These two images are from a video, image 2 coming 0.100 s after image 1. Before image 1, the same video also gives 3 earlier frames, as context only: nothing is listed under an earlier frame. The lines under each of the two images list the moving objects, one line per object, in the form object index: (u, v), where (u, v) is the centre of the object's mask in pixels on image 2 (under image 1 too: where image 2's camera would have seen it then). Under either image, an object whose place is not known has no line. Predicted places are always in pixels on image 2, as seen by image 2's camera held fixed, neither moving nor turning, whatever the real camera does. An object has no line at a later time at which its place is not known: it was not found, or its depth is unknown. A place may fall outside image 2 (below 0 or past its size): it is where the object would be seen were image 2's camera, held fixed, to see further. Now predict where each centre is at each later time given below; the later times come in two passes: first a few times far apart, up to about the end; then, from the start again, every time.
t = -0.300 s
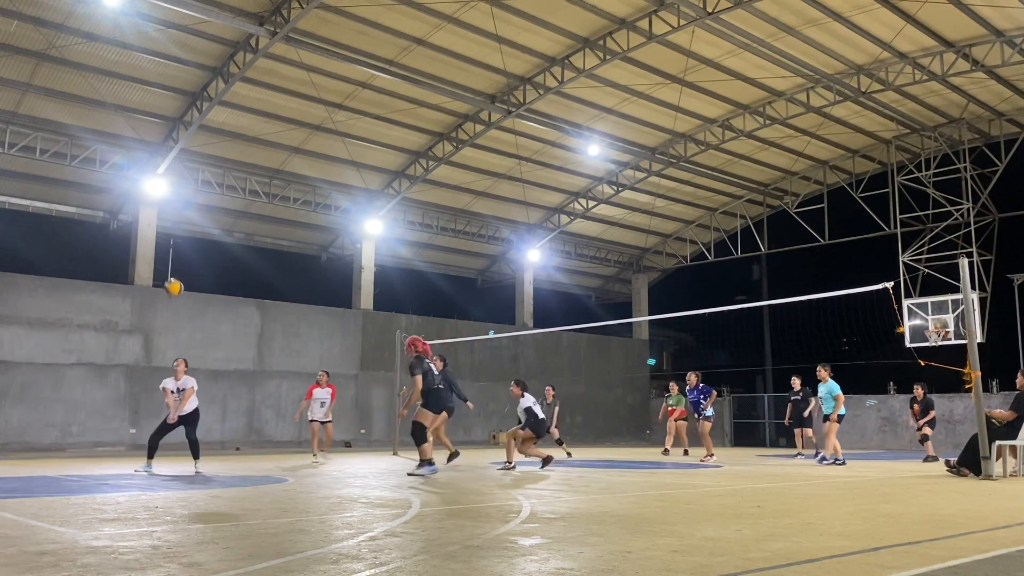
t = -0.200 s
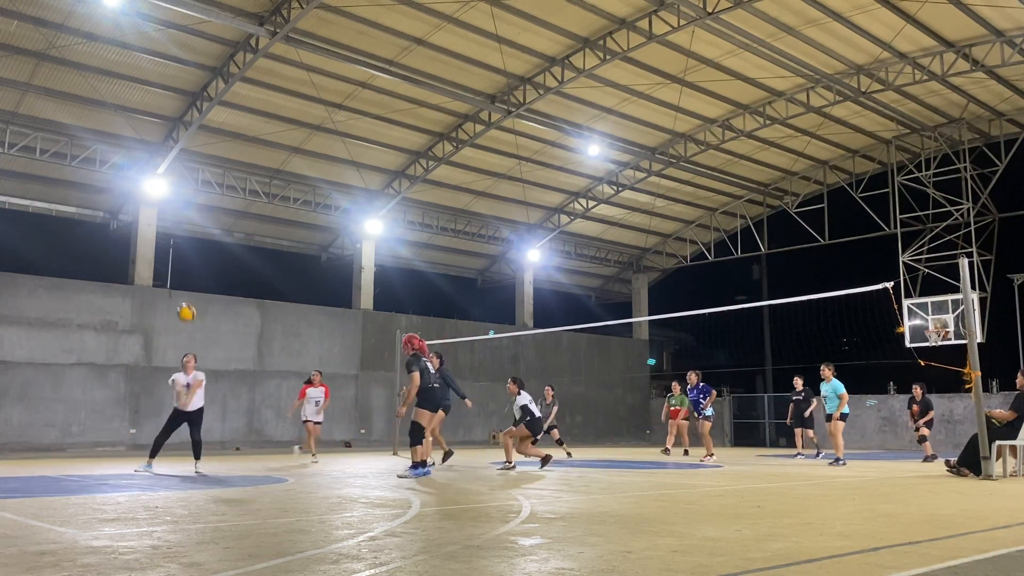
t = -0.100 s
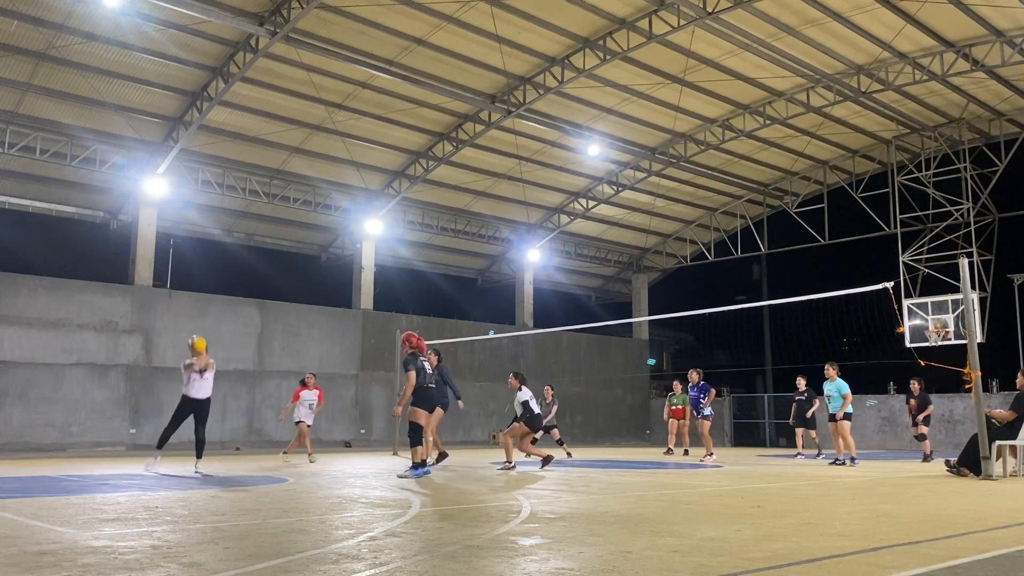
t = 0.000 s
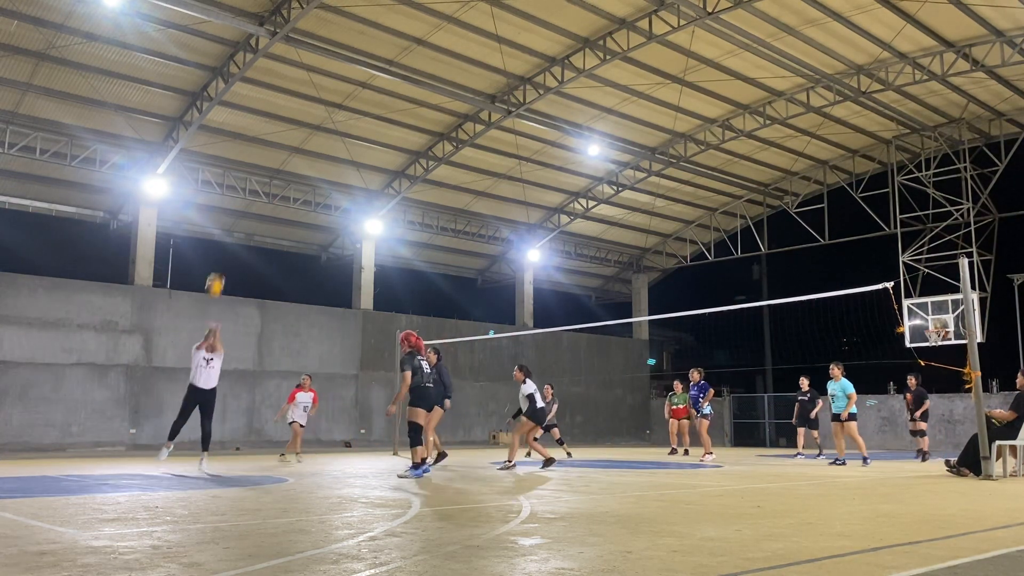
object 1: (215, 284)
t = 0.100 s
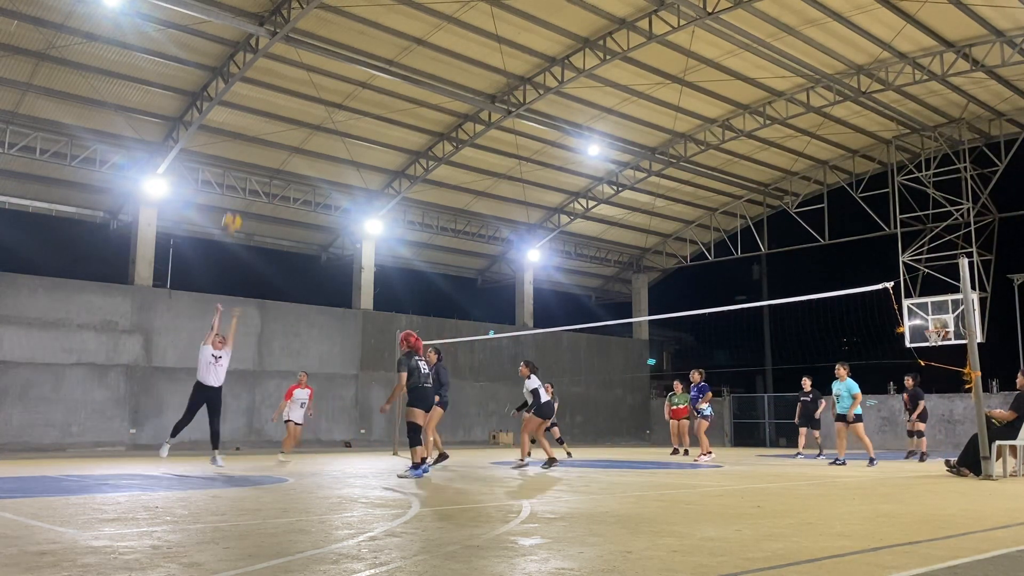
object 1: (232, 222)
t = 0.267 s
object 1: (256, 141)
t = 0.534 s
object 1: (290, 59)
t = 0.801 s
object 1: (322, 31)
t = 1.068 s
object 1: (350, 55)
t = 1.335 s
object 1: (376, 130)
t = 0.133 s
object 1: (237, 203)
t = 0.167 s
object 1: (242, 186)
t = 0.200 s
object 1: (247, 170)
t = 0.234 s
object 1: (252, 154)
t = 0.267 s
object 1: (256, 141)
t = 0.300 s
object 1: (260, 127)
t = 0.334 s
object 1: (265, 115)
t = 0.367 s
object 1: (269, 103)
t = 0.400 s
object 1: (273, 92)
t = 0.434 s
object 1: (278, 83)
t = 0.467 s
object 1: (282, 74)
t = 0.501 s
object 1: (285, 66)
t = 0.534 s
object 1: (290, 59)
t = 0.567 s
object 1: (294, 52)
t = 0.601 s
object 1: (299, 46)
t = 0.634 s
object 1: (304, 41)
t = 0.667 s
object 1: (307, 38)
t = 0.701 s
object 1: (310, 35)
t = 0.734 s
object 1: (314, 34)
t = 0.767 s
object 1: (318, 33)
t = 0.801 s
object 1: (322, 31)
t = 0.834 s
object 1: (325, 31)
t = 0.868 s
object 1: (329, 32)
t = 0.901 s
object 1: (333, 34)
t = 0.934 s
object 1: (336, 37)
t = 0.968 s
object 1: (340, 40)
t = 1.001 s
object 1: (343, 44)
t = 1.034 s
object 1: (346, 50)
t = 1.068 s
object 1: (350, 55)
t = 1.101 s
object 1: (353, 61)
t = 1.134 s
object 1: (357, 68)
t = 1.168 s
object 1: (360, 78)
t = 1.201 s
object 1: (362, 87)
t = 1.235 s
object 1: (367, 96)
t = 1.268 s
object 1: (369, 106)
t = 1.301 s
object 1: (372, 118)
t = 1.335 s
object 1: (376, 130)
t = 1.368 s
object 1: (378, 144)
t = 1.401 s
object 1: (381, 157)
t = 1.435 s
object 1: (384, 172)
